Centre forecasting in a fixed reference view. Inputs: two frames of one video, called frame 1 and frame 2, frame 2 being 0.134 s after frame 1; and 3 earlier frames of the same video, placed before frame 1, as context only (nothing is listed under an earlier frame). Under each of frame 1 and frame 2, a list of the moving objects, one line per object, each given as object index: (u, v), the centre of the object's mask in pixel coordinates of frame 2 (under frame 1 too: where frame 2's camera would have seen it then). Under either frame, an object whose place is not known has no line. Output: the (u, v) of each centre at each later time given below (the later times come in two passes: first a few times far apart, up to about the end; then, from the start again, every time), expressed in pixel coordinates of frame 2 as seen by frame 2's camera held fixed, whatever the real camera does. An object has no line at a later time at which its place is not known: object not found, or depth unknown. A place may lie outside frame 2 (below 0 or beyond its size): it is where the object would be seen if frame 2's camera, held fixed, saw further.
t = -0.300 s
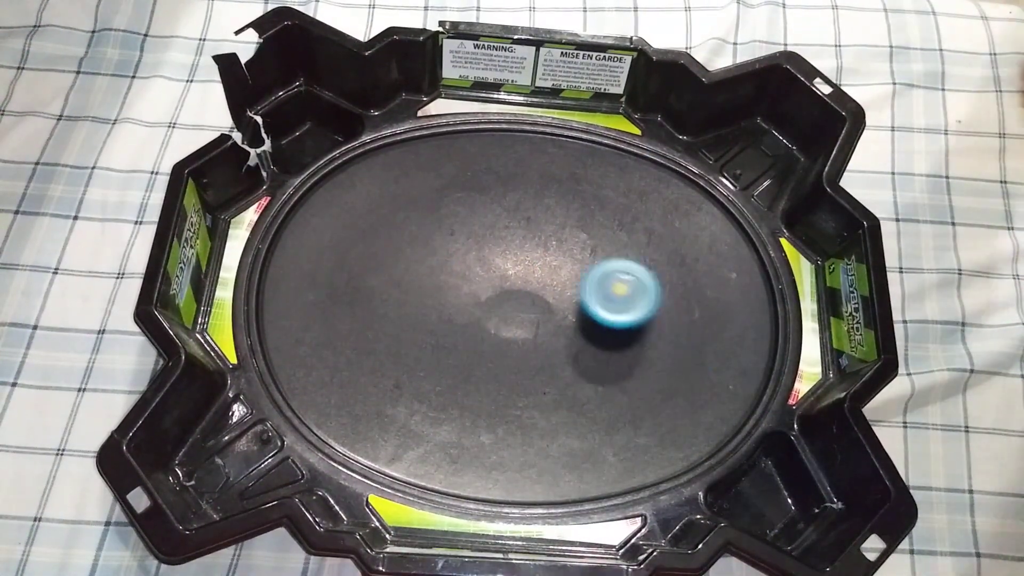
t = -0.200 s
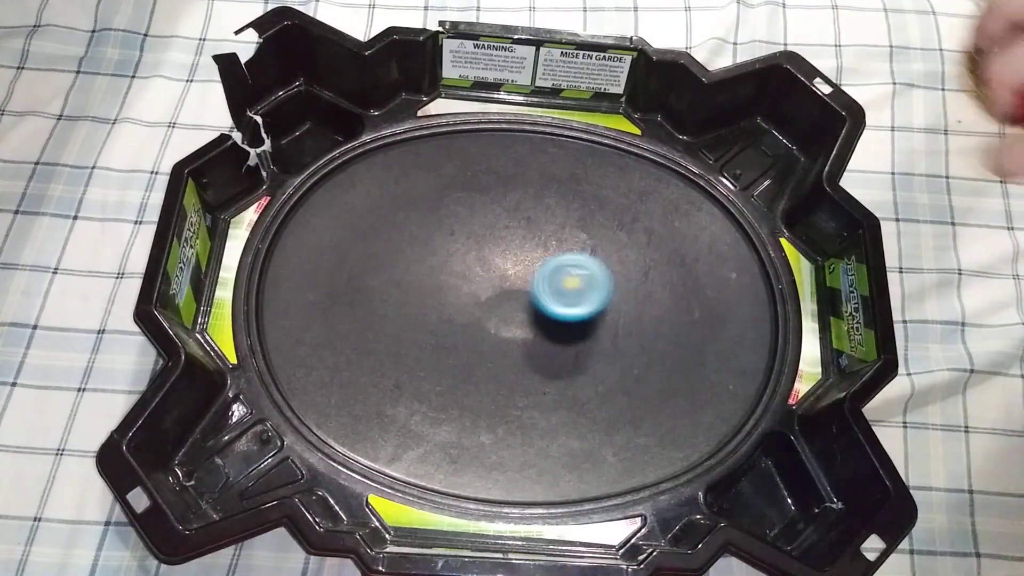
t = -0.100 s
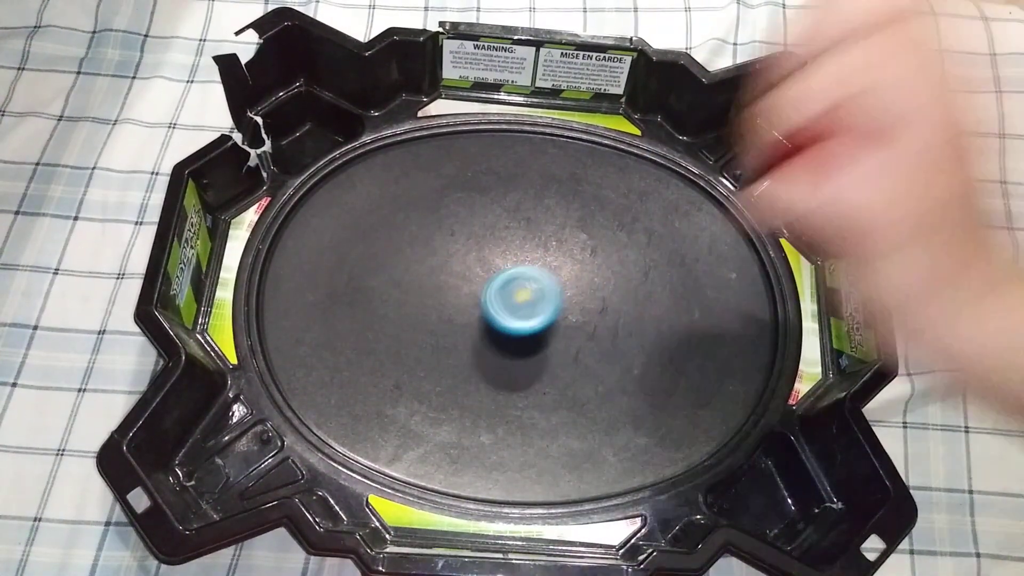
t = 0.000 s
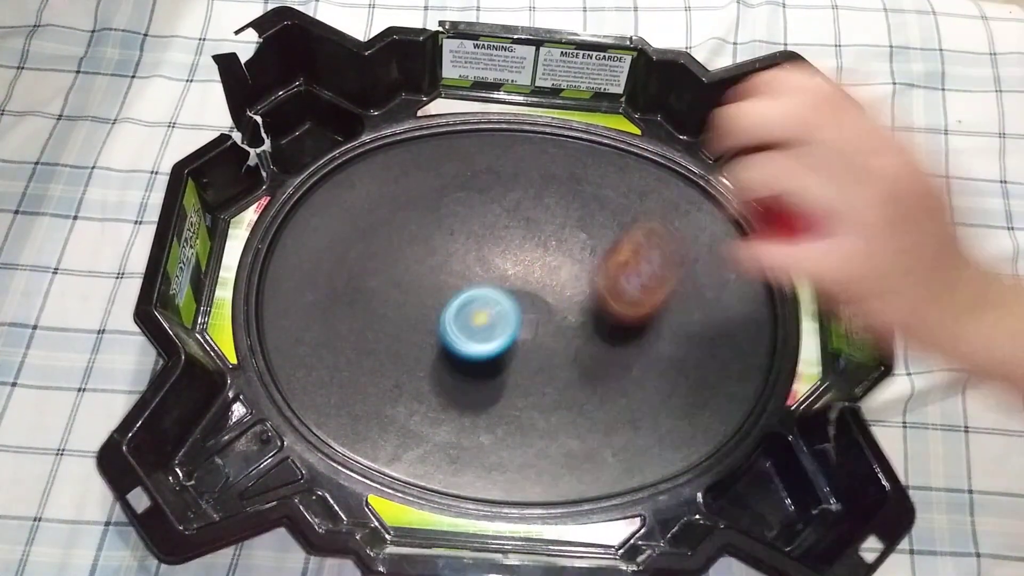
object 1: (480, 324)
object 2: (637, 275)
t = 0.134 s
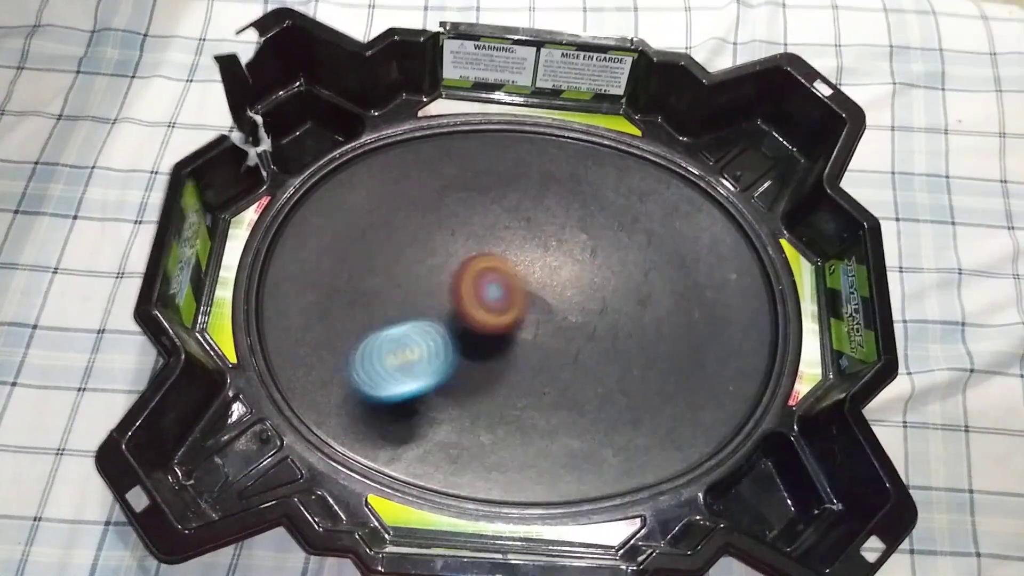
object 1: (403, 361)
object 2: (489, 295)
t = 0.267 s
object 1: (292, 380)
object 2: (442, 280)
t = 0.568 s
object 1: (389, 348)
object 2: (430, 244)
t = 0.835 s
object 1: (478, 340)
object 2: (506, 258)
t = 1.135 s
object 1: (445, 351)
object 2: (624, 227)
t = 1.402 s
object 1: (429, 322)
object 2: (601, 274)
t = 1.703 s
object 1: (423, 303)
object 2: (510, 351)
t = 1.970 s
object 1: (437, 291)
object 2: (527, 363)
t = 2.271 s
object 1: (462, 285)
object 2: (624, 300)
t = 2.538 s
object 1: (486, 279)
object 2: (636, 258)
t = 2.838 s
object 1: (519, 276)
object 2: (639, 329)
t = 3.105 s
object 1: (544, 282)
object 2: (660, 352)
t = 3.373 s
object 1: (486, 216)
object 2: (676, 385)
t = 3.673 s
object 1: (293, 125)
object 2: (809, 501)
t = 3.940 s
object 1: (297, 132)
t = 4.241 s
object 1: (310, 141)
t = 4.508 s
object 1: (309, 142)
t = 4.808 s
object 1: (311, 142)
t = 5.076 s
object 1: (311, 141)
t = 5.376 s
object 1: (311, 141)
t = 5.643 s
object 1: (311, 141)
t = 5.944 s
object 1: (311, 141)
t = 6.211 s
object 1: (311, 141)
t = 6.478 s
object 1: (311, 141)
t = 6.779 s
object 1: (311, 141)
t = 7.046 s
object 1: (311, 141)
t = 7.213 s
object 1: (311, 141)
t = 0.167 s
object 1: (357, 376)
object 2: (474, 296)
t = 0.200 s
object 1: (315, 390)
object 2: (461, 292)
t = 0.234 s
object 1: (292, 390)
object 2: (451, 286)
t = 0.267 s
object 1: (292, 380)
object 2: (442, 280)
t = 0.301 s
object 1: (295, 375)
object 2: (434, 275)
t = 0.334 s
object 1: (301, 369)
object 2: (428, 270)
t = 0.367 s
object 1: (310, 362)
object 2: (423, 263)
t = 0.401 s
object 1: (319, 357)
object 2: (420, 259)
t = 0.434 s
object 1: (332, 354)
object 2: (418, 256)
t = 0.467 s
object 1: (345, 351)
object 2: (419, 251)
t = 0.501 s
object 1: (359, 350)
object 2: (421, 247)
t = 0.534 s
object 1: (374, 349)
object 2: (425, 245)
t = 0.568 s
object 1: (389, 348)
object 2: (430, 244)
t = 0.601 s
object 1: (404, 347)
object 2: (436, 244)
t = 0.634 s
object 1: (419, 346)
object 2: (444, 242)
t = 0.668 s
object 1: (433, 344)
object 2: (452, 245)
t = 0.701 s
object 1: (446, 343)
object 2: (462, 246)
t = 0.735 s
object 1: (457, 341)
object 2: (472, 248)
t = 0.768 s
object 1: (467, 338)
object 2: (483, 253)
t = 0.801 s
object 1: (476, 335)
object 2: (493, 255)
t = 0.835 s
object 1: (478, 340)
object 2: (506, 258)
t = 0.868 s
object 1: (472, 353)
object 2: (525, 248)
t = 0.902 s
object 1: (466, 362)
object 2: (542, 243)
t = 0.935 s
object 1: (462, 366)
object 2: (558, 237)
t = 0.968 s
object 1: (457, 368)
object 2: (573, 234)
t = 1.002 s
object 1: (453, 367)
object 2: (586, 230)
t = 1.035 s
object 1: (450, 364)
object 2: (599, 227)
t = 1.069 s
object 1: (447, 359)
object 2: (609, 227)
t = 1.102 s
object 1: (446, 355)
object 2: (617, 226)
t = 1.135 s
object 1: (445, 351)
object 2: (624, 227)
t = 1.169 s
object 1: (443, 348)
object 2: (628, 229)
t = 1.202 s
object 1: (442, 344)
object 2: (631, 231)
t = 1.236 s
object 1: (439, 341)
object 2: (631, 234)
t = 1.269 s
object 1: (437, 337)
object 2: (629, 241)
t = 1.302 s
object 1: (435, 333)
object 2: (625, 247)
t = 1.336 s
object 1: (433, 329)
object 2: (620, 254)
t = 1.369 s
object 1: (432, 325)
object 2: (611, 263)
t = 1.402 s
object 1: (429, 322)
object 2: (601, 274)
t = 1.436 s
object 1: (427, 320)
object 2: (590, 284)
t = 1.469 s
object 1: (425, 318)
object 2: (579, 292)
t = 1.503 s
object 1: (423, 316)
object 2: (568, 301)
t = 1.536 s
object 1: (422, 313)
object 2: (556, 310)
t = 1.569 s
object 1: (422, 310)
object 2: (545, 318)
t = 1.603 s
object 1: (422, 308)
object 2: (535, 326)
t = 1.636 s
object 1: (421, 306)
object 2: (525, 334)
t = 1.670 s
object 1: (422, 305)
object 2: (517, 344)
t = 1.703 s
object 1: (423, 303)
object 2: (510, 351)
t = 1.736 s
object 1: (424, 302)
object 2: (505, 356)
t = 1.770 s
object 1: (425, 300)
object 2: (503, 361)
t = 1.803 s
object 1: (427, 299)
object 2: (501, 363)
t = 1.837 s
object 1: (429, 298)
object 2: (501, 366)
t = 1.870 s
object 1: (431, 296)
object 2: (505, 368)
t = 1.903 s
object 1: (434, 294)
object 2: (512, 366)
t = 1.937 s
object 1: (436, 292)
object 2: (518, 366)
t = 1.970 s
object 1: (437, 291)
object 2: (527, 363)
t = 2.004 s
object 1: (439, 290)
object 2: (537, 361)
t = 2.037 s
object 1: (441, 289)
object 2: (547, 358)
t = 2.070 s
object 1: (443, 288)
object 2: (559, 352)
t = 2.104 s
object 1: (446, 288)
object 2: (573, 344)
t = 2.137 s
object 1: (448, 287)
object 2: (584, 337)
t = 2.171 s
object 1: (452, 287)
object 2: (597, 329)
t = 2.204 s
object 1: (456, 286)
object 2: (609, 319)
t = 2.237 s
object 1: (458, 286)
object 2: (617, 310)
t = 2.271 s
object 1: (462, 285)
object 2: (624, 300)
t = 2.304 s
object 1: (465, 284)
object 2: (630, 289)
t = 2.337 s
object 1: (468, 283)
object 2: (632, 280)
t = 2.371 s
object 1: (472, 280)
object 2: (634, 271)
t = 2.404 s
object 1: (475, 280)
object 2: (634, 264)
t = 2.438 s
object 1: (479, 279)
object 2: (637, 258)
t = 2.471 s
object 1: (481, 279)
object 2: (637, 255)
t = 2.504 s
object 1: (483, 279)
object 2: (637, 255)
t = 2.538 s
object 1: (486, 279)
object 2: (636, 258)
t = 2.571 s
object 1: (489, 279)
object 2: (636, 263)
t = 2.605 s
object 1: (492, 279)
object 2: (636, 270)
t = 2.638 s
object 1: (495, 279)
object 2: (637, 277)
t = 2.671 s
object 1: (498, 280)
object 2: (636, 286)
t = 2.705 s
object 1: (502, 280)
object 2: (635, 294)
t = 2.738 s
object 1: (506, 279)
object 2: (635, 304)
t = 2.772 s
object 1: (511, 278)
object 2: (635, 313)
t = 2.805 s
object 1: (515, 277)
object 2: (637, 321)
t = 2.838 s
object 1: (519, 276)
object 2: (639, 329)
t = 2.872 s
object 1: (524, 276)
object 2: (639, 337)
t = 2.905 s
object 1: (527, 276)
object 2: (642, 343)
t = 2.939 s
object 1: (531, 277)
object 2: (646, 348)
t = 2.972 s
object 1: (534, 277)
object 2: (647, 352)
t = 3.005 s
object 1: (536, 278)
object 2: (650, 354)
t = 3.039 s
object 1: (539, 279)
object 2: (655, 355)
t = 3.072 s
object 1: (541, 280)
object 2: (657, 354)
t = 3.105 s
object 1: (544, 282)
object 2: (660, 352)
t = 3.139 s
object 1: (546, 284)
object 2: (662, 349)
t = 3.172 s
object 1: (548, 287)
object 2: (661, 344)
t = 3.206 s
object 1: (550, 289)
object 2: (658, 339)
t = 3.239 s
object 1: (551, 291)
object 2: (655, 335)
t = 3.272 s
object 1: (553, 295)
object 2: (647, 331)
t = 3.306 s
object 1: (555, 299)
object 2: (639, 329)
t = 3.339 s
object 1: (530, 268)
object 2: (651, 352)
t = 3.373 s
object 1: (486, 216)
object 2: (676, 385)
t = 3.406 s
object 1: (446, 169)
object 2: (702, 416)
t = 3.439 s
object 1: (406, 128)
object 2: (720, 435)
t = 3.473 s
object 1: (371, 110)
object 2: (725, 438)
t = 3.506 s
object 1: (337, 109)
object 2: (728, 444)
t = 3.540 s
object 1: (304, 120)
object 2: (732, 452)
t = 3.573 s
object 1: (277, 137)
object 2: (737, 463)
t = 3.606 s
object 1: (290, 132)
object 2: (740, 478)
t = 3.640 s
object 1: (292, 126)
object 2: (780, 493)
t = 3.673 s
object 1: (293, 125)
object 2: (809, 501)
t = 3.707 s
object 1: (286, 113)
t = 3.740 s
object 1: (289, 119)
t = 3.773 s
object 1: (296, 132)
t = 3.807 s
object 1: (295, 133)
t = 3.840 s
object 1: (300, 131)
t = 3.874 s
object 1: (305, 126)
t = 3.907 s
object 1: (301, 126)
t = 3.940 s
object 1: (297, 132)
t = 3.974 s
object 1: (297, 131)
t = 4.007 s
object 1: (296, 123)
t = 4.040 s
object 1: (301, 127)
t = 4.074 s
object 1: (301, 132)
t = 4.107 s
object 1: (305, 134)
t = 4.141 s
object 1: (307, 131)
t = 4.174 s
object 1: (308, 131)
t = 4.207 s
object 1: (310, 138)
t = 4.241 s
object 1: (310, 141)
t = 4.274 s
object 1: (307, 143)
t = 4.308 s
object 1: (307, 138)
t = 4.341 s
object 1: (310, 142)
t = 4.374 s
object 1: (306, 142)
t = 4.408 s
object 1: (306, 143)
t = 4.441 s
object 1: (305, 143)
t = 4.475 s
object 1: (306, 143)
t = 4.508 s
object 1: (309, 142)
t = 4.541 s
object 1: (311, 142)
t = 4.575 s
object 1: (311, 142)
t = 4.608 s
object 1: (311, 142)
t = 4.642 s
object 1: (311, 142)
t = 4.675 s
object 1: (311, 142)
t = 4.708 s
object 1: (311, 142)
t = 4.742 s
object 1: (311, 142)
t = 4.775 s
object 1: (311, 142)
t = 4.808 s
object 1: (311, 142)
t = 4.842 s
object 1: (311, 142)
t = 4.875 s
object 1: (312, 142)
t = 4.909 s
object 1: (311, 141)
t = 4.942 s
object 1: (311, 141)
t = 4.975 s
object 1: (311, 141)
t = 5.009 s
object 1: (311, 141)
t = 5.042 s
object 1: (311, 141)
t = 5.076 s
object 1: (311, 141)
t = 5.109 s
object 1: (311, 141)
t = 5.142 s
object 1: (311, 141)
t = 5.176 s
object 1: (311, 141)
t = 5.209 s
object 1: (311, 141)
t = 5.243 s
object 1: (311, 141)
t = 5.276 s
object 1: (311, 141)
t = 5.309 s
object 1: (311, 142)
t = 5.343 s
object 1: (311, 141)
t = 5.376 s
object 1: (311, 141)
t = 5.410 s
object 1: (311, 141)
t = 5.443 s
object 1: (311, 141)
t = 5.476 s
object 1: (311, 142)
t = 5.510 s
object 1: (311, 141)
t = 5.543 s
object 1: (311, 141)
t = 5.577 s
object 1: (311, 141)
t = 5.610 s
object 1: (311, 141)
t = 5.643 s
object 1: (311, 141)
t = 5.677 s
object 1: (311, 141)
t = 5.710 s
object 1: (311, 141)
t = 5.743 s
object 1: (311, 141)
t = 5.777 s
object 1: (311, 141)
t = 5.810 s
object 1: (311, 141)
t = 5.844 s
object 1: (311, 141)
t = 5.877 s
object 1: (311, 141)
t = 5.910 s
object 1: (311, 141)
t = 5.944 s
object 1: (311, 141)
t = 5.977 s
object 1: (311, 141)
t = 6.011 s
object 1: (311, 141)
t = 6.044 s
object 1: (311, 141)
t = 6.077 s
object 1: (311, 141)
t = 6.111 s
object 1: (311, 141)
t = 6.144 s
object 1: (311, 141)
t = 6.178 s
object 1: (311, 141)
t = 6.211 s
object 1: (311, 141)
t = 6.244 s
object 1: (311, 141)
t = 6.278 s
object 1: (311, 141)
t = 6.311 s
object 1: (311, 141)
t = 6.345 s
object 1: (311, 141)
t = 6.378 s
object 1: (311, 141)
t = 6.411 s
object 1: (311, 141)
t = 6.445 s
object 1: (311, 141)
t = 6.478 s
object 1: (311, 141)
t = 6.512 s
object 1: (311, 141)
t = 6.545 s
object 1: (311, 141)
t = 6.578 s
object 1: (311, 141)
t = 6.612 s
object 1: (311, 141)
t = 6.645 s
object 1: (311, 141)
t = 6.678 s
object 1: (311, 141)
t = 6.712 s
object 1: (311, 141)
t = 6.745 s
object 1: (311, 141)
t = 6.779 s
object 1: (311, 141)
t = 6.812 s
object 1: (311, 141)
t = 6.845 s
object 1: (311, 141)
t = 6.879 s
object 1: (311, 141)
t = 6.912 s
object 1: (311, 141)
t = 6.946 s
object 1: (311, 141)
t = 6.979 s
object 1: (311, 141)
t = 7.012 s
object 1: (311, 141)
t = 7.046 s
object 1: (311, 141)
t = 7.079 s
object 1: (311, 141)
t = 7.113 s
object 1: (311, 141)
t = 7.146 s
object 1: (311, 141)
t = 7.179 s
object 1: (311, 141)
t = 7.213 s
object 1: (311, 141)
